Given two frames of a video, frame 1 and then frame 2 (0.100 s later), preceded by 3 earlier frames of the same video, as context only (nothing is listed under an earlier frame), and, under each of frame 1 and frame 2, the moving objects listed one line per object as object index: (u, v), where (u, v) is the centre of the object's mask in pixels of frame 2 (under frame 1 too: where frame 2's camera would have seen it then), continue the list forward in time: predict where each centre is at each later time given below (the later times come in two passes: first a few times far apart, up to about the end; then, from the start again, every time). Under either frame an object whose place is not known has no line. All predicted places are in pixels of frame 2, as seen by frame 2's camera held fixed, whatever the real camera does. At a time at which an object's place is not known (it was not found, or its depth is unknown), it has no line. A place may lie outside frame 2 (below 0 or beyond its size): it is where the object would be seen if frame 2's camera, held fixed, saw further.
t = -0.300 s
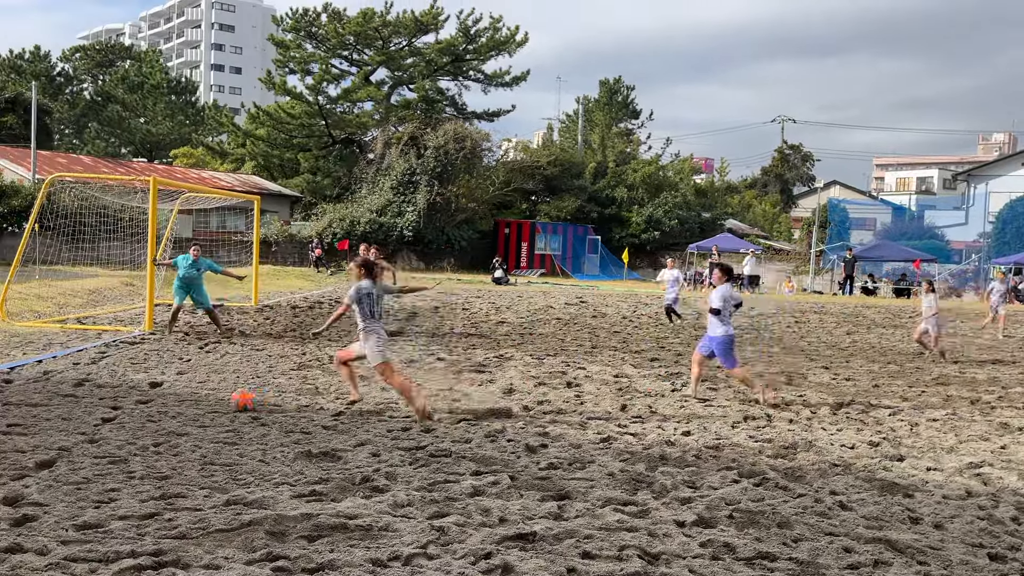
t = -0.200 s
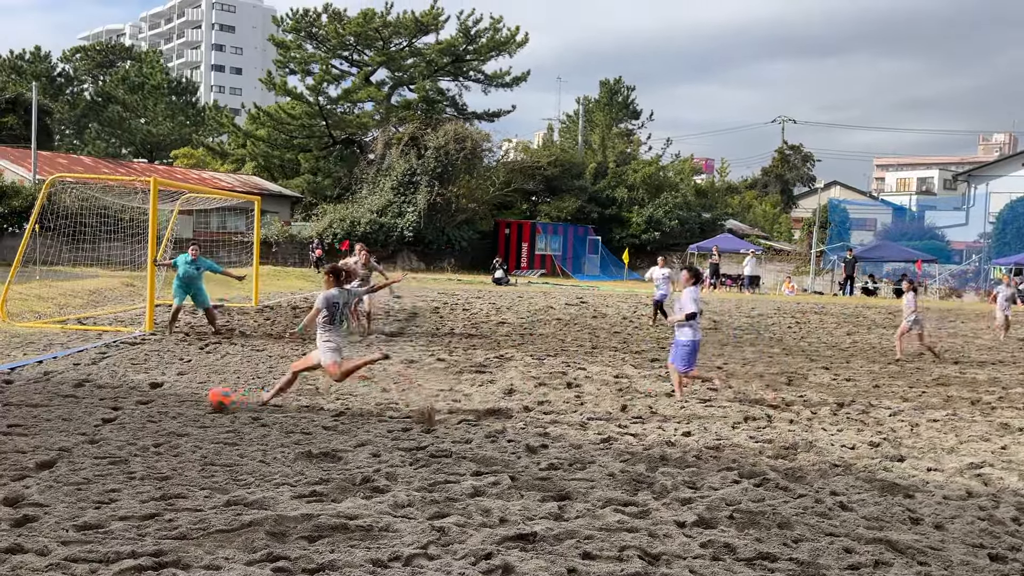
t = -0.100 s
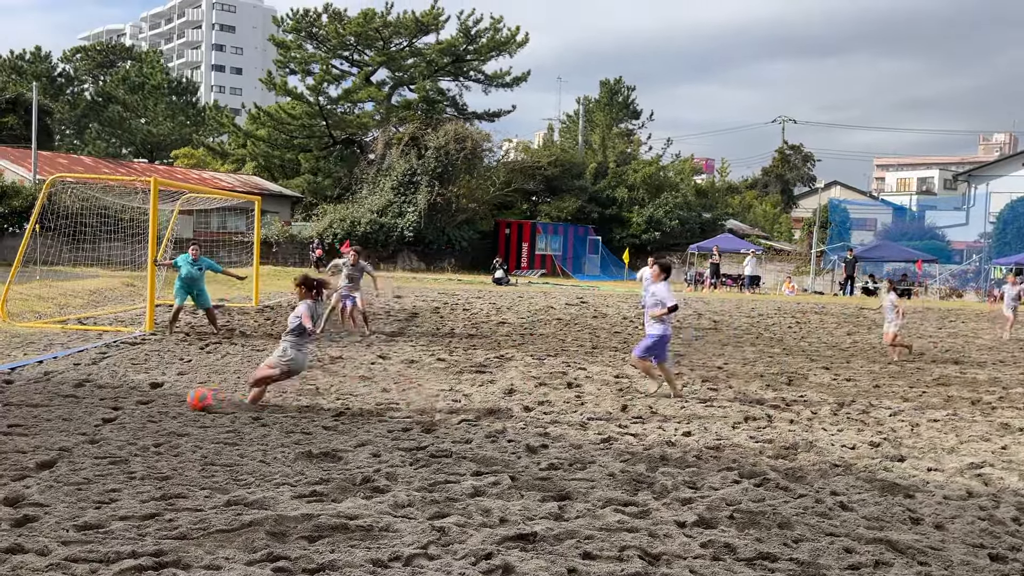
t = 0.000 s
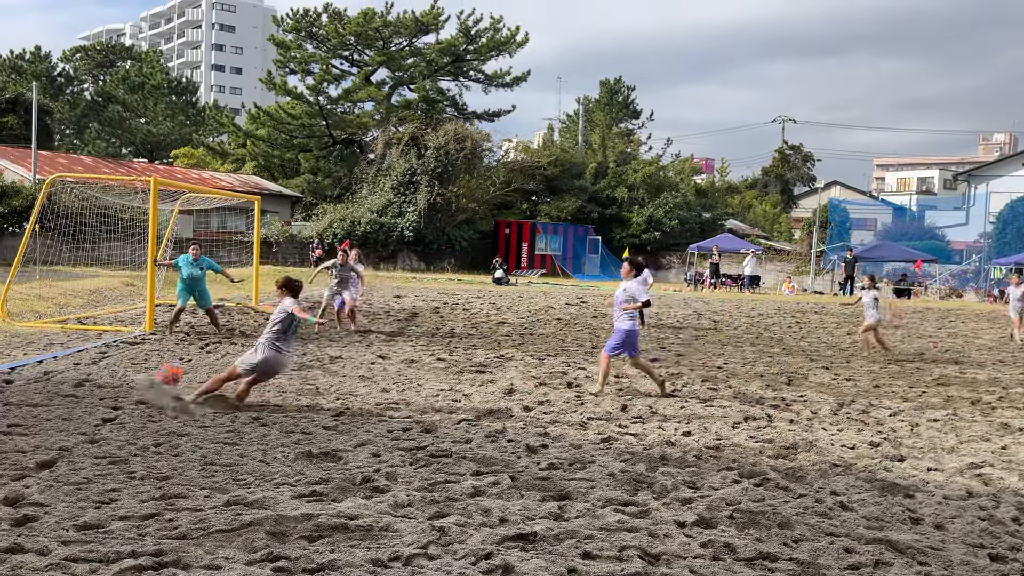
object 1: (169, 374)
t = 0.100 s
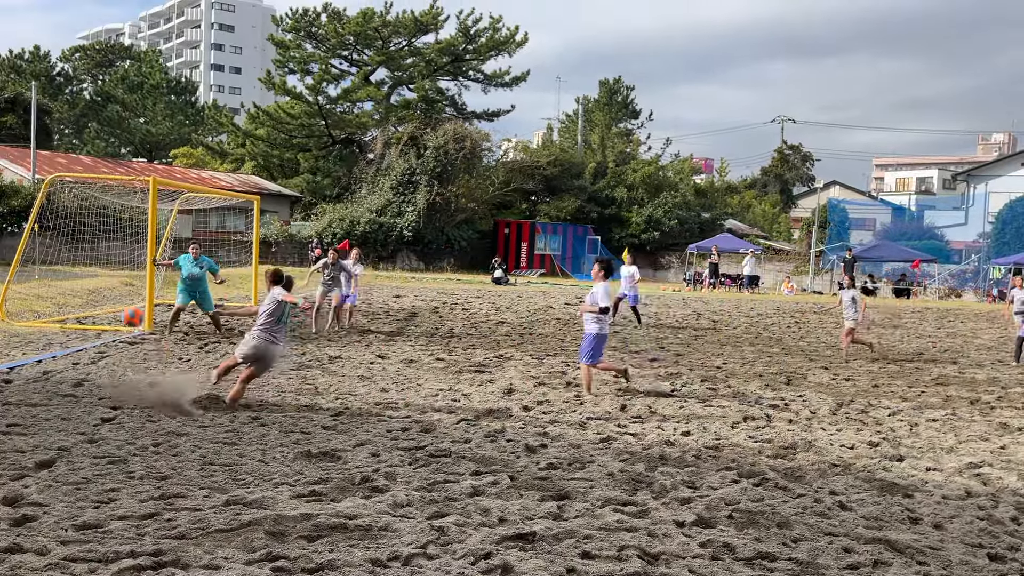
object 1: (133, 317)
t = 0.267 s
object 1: (81, 259)
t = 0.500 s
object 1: (26, 231)
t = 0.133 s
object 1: (122, 302)
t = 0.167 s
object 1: (112, 290)
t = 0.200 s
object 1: (101, 278)
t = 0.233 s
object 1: (91, 268)
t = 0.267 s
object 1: (81, 259)
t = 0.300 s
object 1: (73, 254)
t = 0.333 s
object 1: (64, 247)
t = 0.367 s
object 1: (56, 242)
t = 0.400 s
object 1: (48, 237)
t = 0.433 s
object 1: (41, 235)
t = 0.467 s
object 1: (34, 232)
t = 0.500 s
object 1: (26, 231)
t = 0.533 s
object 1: (20, 231)
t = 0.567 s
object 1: (7, 229)
